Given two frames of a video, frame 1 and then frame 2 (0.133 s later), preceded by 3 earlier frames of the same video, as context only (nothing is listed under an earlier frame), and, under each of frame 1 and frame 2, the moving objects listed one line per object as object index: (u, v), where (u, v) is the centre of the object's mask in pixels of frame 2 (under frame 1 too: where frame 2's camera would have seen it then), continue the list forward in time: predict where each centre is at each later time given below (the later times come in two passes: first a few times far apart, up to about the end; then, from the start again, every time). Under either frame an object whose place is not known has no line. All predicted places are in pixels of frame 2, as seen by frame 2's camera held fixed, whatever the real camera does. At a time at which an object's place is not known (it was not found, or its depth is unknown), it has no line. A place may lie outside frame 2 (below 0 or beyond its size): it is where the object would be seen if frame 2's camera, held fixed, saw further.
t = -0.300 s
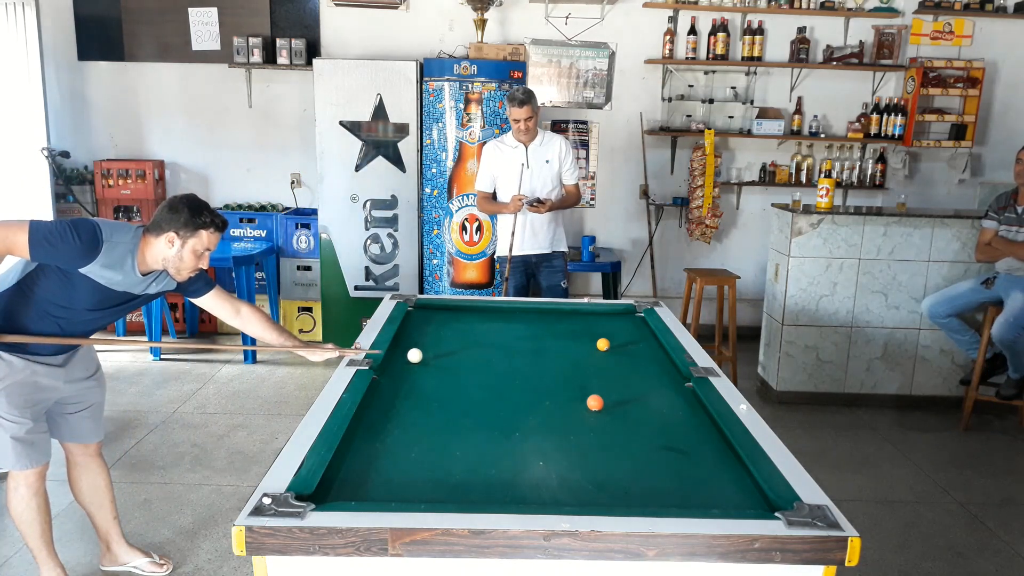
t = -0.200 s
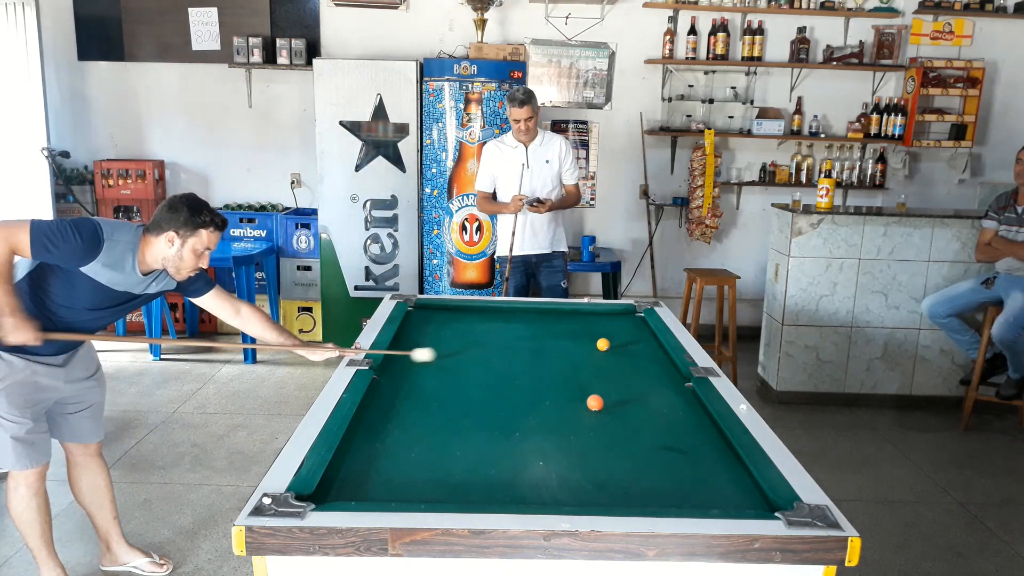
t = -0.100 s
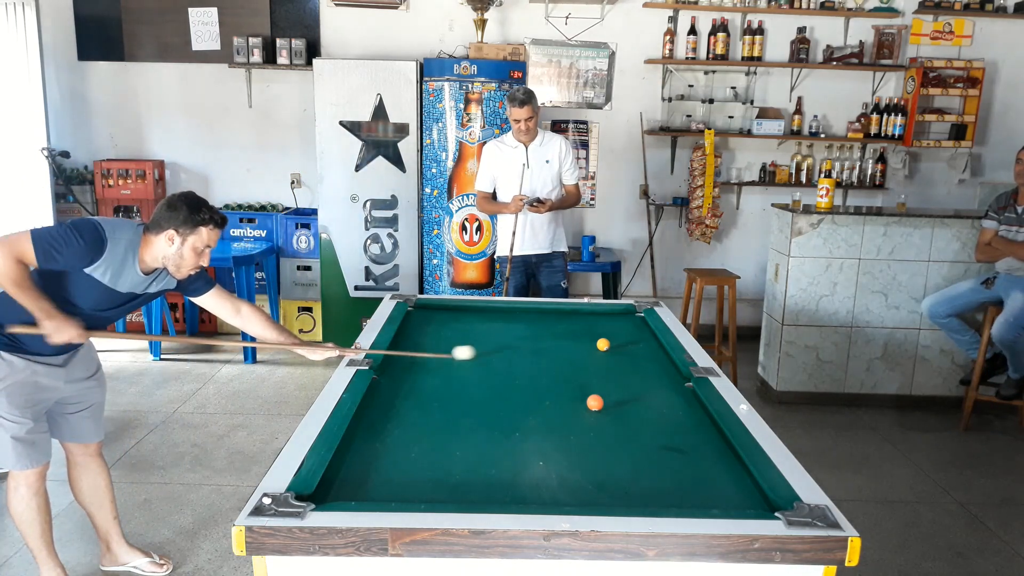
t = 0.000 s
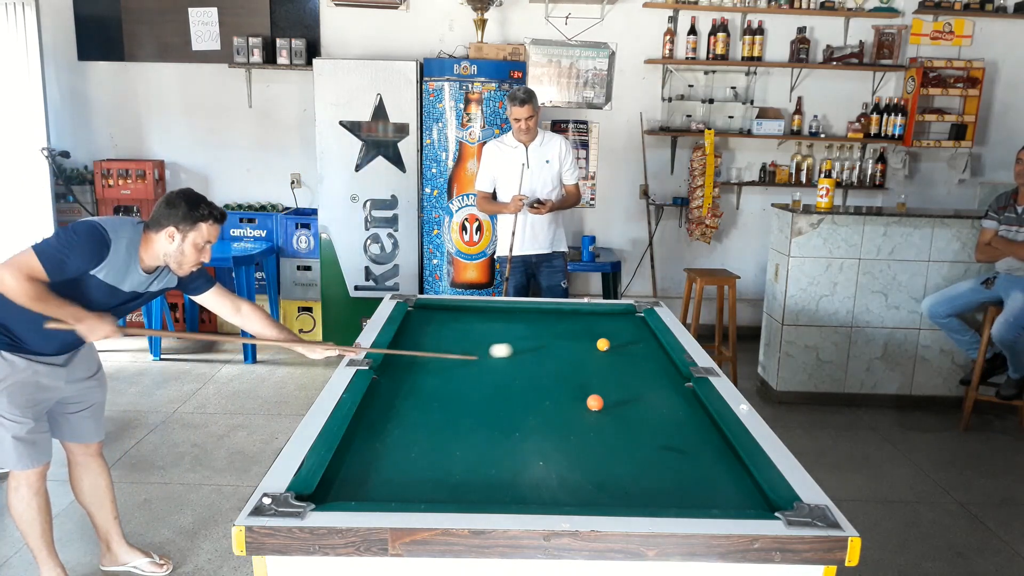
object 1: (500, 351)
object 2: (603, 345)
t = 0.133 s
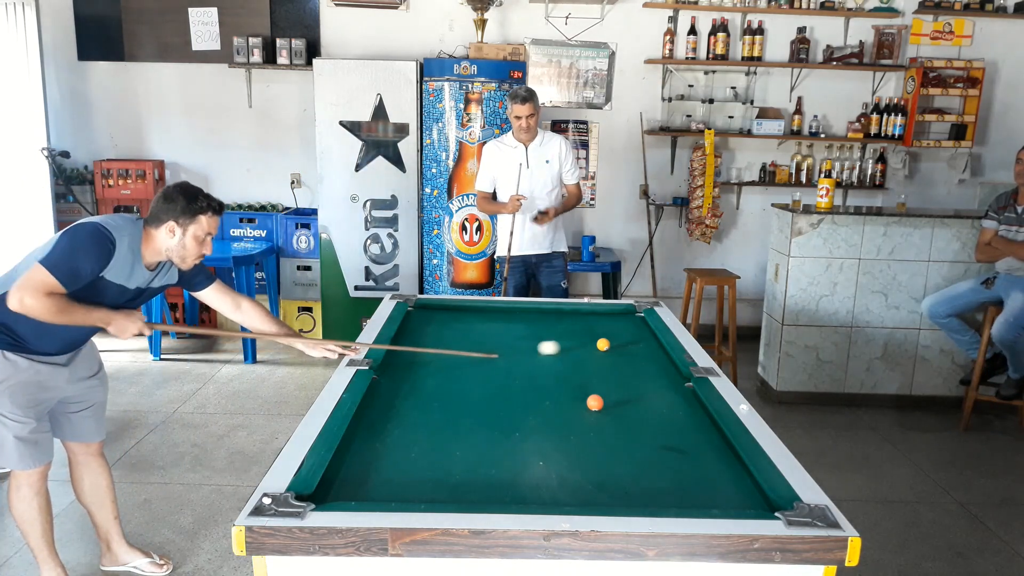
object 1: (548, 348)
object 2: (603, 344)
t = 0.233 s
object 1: (583, 346)
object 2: (603, 345)
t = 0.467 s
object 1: (614, 347)
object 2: (648, 339)
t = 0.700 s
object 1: (643, 349)
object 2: (629, 335)
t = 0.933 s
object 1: (655, 350)
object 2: (603, 331)
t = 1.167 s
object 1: (640, 350)
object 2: (579, 327)
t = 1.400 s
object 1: (626, 350)
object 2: (557, 324)
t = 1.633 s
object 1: (613, 351)
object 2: (538, 321)
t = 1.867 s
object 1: (602, 351)
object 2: (520, 319)
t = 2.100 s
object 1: (593, 351)
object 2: (504, 317)
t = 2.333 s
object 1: (585, 351)
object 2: (489, 315)
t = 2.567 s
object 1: (579, 351)
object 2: (477, 313)
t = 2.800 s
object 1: (574, 351)
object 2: (465, 312)
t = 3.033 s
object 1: (571, 351)
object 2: (456, 311)
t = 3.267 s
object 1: (570, 351)
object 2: (447, 310)
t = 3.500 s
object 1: (570, 351)
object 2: (440, 309)
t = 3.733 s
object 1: (570, 351)
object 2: (435, 309)
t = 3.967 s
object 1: (570, 351)
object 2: (431, 309)
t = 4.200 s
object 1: (570, 351)
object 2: (428, 308)
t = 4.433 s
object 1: (570, 351)
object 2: (427, 308)
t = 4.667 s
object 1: (570, 351)
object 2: (428, 308)
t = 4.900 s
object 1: (570, 351)
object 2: (428, 308)
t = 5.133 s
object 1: (570, 351)
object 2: (428, 308)
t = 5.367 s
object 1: (570, 351)
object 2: (428, 308)
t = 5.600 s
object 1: (570, 351)
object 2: (428, 308)
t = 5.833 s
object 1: (570, 351)
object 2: (428, 308)
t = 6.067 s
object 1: (570, 351)
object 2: (428, 308)
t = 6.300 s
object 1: (570, 351)
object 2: (428, 308)
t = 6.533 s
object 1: (570, 351)
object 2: (428, 308)
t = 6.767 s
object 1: (570, 351)
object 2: (428, 308)
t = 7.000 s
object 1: (570, 351)
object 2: (428, 308)
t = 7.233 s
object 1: (570, 351)
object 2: (428, 308)
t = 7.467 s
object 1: (570, 351)
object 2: (428, 308)
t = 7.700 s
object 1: (570, 351)
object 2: (428, 308)
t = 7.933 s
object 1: (570, 351)
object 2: (428, 308)
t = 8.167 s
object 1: (570, 351)
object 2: (428, 308)
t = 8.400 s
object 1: (570, 351)
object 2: (428, 308)
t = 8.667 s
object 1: (570, 351)
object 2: (428, 308)
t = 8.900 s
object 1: (570, 351)
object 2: (428, 308)
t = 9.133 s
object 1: (570, 351)
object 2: (428, 308)
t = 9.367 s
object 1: (570, 351)
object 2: (428, 308)
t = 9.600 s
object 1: (570, 351)
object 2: (428, 308)
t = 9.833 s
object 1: (570, 351)
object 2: (428, 308)
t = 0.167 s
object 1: (560, 347)
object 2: (603, 344)
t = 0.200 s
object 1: (571, 347)
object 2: (603, 345)
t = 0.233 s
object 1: (583, 346)
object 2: (603, 345)
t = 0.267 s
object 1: (591, 345)
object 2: (606, 344)
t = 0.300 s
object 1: (595, 346)
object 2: (614, 343)
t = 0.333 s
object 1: (598, 347)
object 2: (622, 342)
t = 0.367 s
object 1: (602, 347)
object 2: (630, 341)
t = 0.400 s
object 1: (606, 347)
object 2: (636, 340)
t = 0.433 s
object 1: (610, 347)
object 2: (642, 340)
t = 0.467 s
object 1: (614, 347)
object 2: (648, 339)
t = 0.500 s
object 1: (619, 348)
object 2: (652, 338)
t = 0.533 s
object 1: (623, 348)
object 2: (649, 338)
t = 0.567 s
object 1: (627, 348)
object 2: (644, 337)
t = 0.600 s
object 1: (631, 348)
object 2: (640, 336)
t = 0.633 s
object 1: (635, 349)
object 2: (637, 335)
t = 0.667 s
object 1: (639, 349)
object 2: (633, 335)
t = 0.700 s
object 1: (643, 349)
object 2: (629, 335)
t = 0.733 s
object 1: (647, 349)
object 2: (625, 334)
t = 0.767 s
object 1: (651, 350)
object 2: (621, 333)
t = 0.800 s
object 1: (654, 350)
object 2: (617, 333)
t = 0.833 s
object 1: (658, 350)
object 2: (614, 332)
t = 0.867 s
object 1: (660, 350)
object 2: (610, 332)
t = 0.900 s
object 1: (658, 350)
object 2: (606, 331)
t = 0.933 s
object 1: (655, 350)
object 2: (603, 331)
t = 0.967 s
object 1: (653, 350)
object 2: (599, 330)
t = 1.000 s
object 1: (651, 350)
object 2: (596, 330)
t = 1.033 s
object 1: (649, 350)
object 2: (592, 329)
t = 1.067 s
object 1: (646, 350)
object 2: (589, 329)
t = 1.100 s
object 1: (644, 350)
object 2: (585, 328)
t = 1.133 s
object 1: (642, 350)
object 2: (582, 328)
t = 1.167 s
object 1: (640, 350)
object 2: (579, 327)
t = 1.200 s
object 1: (638, 350)
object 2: (576, 327)
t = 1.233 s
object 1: (636, 350)
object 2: (572, 326)
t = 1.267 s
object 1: (634, 350)
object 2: (569, 326)
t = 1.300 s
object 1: (632, 350)
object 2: (566, 325)
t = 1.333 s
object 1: (630, 350)
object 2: (563, 325)
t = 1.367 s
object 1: (628, 350)
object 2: (560, 325)
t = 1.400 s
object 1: (626, 350)
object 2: (557, 324)
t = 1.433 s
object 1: (624, 350)
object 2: (554, 324)
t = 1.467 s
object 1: (622, 350)
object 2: (551, 323)
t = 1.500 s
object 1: (620, 350)
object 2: (548, 323)
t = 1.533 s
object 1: (618, 350)
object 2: (546, 322)
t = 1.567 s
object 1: (617, 351)
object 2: (543, 322)
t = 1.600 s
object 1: (615, 351)
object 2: (540, 322)
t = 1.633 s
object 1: (613, 351)
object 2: (538, 321)
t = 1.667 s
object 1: (611, 350)
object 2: (535, 321)
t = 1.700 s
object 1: (610, 351)
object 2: (532, 321)
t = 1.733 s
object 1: (608, 351)
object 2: (530, 320)
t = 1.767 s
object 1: (607, 351)
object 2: (527, 320)
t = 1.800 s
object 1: (605, 351)
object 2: (525, 320)
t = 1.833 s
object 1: (604, 351)
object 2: (522, 319)
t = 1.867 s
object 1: (602, 351)
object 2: (520, 319)
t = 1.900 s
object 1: (601, 351)
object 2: (517, 319)
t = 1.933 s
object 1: (599, 351)
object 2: (515, 318)
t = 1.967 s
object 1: (598, 351)
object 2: (513, 318)
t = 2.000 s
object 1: (597, 351)
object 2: (510, 318)
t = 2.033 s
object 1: (595, 351)
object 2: (508, 317)
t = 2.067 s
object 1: (594, 351)
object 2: (506, 317)
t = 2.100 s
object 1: (593, 351)
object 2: (504, 317)
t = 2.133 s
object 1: (591, 351)
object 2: (501, 317)
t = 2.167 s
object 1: (590, 351)
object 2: (499, 316)
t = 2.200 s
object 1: (589, 351)
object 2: (497, 316)
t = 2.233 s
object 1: (588, 351)
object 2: (495, 316)
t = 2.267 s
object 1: (587, 351)
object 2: (493, 315)
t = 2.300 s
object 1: (586, 351)
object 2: (491, 315)
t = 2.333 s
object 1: (585, 351)
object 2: (489, 315)
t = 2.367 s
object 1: (584, 351)
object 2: (487, 315)
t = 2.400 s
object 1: (583, 351)
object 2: (485, 314)
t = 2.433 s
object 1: (582, 351)
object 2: (484, 314)
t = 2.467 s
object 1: (581, 351)
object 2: (482, 314)
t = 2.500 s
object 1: (580, 351)
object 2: (480, 314)
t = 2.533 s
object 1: (579, 351)
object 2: (478, 313)
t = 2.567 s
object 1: (579, 351)
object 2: (477, 313)
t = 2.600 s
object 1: (578, 351)
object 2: (475, 313)
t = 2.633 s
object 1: (577, 351)
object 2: (473, 313)
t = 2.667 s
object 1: (577, 351)
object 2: (472, 313)
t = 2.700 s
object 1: (576, 351)
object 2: (470, 312)
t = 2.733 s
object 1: (575, 351)
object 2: (468, 312)
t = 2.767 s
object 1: (575, 351)
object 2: (467, 312)
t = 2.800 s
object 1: (574, 351)
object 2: (465, 312)
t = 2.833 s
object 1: (574, 351)
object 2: (464, 312)
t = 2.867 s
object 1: (573, 351)
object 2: (462, 312)
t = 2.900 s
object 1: (573, 351)
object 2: (461, 311)
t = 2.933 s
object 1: (572, 351)
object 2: (460, 311)
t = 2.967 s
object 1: (572, 351)
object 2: (458, 311)
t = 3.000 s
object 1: (571, 351)
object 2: (457, 311)
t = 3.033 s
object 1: (571, 351)
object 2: (456, 311)
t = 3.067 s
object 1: (571, 351)
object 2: (454, 310)
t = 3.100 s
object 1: (571, 351)
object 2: (453, 310)
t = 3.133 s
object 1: (571, 351)
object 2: (452, 310)
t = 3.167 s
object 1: (570, 351)
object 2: (451, 310)
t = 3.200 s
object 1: (570, 351)
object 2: (449, 310)
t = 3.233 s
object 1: (570, 351)
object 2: (448, 310)
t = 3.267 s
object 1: (570, 351)
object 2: (447, 310)
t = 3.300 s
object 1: (570, 351)
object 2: (446, 310)
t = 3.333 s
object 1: (570, 351)
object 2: (445, 310)
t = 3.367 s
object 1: (570, 351)
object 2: (444, 309)
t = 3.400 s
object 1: (570, 351)
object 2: (443, 309)
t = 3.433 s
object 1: (570, 351)
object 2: (442, 309)
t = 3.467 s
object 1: (570, 351)
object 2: (441, 309)
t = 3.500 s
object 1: (570, 351)
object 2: (440, 309)
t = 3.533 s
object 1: (570, 351)
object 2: (439, 309)
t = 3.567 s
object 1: (570, 351)
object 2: (439, 309)
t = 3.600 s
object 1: (570, 351)
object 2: (438, 309)
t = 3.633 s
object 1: (570, 351)
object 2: (437, 309)
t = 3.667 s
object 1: (570, 351)
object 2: (436, 309)
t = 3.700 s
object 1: (570, 351)
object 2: (435, 309)
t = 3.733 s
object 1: (570, 351)
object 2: (435, 309)
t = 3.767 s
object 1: (570, 351)
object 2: (434, 309)
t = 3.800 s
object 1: (570, 351)
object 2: (433, 309)
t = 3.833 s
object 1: (570, 351)
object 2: (433, 309)
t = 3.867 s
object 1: (570, 351)
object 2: (432, 309)
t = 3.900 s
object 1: (570, 351)
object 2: (432, 309)
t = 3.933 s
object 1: (570, 351)
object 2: (431, 309)
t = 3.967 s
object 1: (570, 351)
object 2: (431, 309)
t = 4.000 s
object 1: (570, 351)
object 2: (430, 309)
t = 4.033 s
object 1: (570, 351)
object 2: (430, 309)
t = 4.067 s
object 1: (570, 351)
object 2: (430, 309)
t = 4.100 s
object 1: (570, 351)
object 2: (429, 309)
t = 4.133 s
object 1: (570, 351)
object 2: (429, 308)
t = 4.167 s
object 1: (570, 351)
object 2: (429, 308)
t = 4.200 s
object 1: (570, 351)
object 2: (428, 308)
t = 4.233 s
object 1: (570, 351)
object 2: (428, 308)
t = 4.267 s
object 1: (570, 351)
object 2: (428, 308)
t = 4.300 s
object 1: (570, 351)
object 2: (428, 308)
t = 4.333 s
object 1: (570, 351)
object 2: (428, 308)
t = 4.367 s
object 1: (570, 351)
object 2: (428, 308)
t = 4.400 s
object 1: (570, 351)
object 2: (428, 308)
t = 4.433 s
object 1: (570, 351)
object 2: (427, 308)
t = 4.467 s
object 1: (570, 351)
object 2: (427, 308)
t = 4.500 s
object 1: (570, 351)
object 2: (427, 308)
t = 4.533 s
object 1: (570, 351)
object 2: (427, 308)
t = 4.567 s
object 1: (570, 351)
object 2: (428, 308)
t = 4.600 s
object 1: (570, 351)
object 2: (428, 308)
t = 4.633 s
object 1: (570, 351)
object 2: (428, 308)
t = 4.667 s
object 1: (570, 351)
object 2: (428, 308)
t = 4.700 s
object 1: (570, 351)
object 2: (428, 308)
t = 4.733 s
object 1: (570, 351)
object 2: (428, 308)
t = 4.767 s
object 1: (570, 351)
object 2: (428, 308)
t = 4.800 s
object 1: (570, 351)
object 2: (428, 308)
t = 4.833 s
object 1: (570, 351)
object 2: (428, 308)
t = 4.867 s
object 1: (570, 351)
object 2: (428, 308)
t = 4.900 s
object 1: (570, 351)
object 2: (428, 308)
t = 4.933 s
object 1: (570, 351)
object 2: (428, 308)
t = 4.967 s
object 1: (570, 351)
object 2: (428, 308)
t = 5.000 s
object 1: (570, 351)
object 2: (428, 308)
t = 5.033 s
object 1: (570, 351)
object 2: (428, 308)
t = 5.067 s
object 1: (570, 351)
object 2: (428, 308)
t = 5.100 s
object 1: (570, 351)
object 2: (428, 308)
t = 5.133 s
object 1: (570, 351)
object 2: (428, 308)
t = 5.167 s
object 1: (570, 351)
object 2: (428, 308)
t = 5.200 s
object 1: (570, 351)
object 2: (428, 308)
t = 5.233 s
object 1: (570, 351)
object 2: (428, 308)
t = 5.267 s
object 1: (570, 351)
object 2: (428, 308)
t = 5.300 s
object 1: (570, 351)
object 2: (428, 308)
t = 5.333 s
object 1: (570, 351)
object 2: (428, 308)
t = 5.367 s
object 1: (570, 351)
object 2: (428, 308)
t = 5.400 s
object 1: (570, 351)
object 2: (428, 308)
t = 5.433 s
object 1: (570, 351)
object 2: (428, 308)
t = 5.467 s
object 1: (570, 351)
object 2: (428, 308)
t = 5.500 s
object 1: (570, 351)
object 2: (428, 308)
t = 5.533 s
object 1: (570, 351)
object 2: (428, 308)
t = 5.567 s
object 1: (570, 351)
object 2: (428, 308)
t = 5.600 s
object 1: (570, 351)
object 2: (428, 308)
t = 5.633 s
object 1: (570, 351)
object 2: (428, 308)
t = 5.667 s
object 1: (570, 351)
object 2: (428, 308)
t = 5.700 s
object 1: (570, 351)
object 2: (428, 308)
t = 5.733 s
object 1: (570, 351)
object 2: (428, 308)
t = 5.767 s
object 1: (570, 351)
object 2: (428, 308)
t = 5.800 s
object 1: (570, 351)
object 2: (428, 308)
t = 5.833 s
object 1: (570, 351)
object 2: (428, 308)
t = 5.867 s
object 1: (570, 351)
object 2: (428, 308)
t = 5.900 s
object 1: (570, 351)
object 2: (428, 308)
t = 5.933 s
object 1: (570, 351)
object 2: (428, 308)
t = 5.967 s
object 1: (570, 351)
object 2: (428, 308)
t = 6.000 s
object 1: (570, 351)
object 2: (428, 308)
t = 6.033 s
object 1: (570, 351)
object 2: (428, 308)
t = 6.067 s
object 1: (570, 351)
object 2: (428, 308)
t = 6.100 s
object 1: (570, 351)
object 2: (428, 308)
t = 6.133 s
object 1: (570, 351)
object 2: (428, 308)
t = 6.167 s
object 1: (570, 351)
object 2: (428, 308)
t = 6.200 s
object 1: (570, 351)
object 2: (428, 308)
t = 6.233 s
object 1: (570, 351)
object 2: (428, 308)
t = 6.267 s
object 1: (570, 351)
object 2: (428, 308)
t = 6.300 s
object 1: (570, 351)
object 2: (428, 308)
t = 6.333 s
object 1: (570, 351)
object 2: (428, 308)
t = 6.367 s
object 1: (570, 351)
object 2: (428, 308)
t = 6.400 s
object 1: (570, 351)
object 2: (428, 308)
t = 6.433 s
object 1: (570, 351)
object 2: (428, 308)
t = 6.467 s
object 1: (570, 351)
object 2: (428, 308)
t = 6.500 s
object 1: (570, 351)
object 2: (428, 308)
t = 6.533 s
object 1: (570, 351)
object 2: (428, 308)
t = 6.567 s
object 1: (570, 351)
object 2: (428, 308)
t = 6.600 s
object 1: (570, 351)
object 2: (428, 308)
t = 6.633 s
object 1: (570, 351)
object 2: (428, 308)
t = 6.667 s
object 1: (570, 351)
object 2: (428, 308)
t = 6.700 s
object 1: (570, 351)
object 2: (428, 308)
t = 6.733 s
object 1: (570, 351)
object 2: (428, 308)
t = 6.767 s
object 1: (570, 351)
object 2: (428, 308)
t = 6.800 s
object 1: (570, 351)
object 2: (428, 308)
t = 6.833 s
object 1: (570, 351)
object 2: (428, 308)
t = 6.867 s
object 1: (570, 351)
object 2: (428, 308)
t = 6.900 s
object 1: (570, 351)
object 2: (428, 308)
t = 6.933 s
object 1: (570, 351)
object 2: (428, 308)
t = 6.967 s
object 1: (570, 351)
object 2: (428, 308)
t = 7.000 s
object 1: (570, 351)
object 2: (428, 308)
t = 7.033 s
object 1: (570, 351)
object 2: (428, 308)
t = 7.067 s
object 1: (570, 351)
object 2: (428, 308)
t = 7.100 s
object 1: (570, 351)
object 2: (428, 308)
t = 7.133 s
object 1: (570, 351)
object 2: (428, 308)
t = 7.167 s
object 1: (570, 351)
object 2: (428, 308)
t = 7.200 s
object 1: (570, 351)
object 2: (428, 308)
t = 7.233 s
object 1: (570, 351)
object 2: (428, 308)
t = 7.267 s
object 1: (570, 351)
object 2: (428, 308)
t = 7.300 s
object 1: (570, 351)
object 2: (428, 308)
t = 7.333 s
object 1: (570, 351)
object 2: (428, 308)
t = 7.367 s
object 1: (570, 351)
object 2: (428, 308)
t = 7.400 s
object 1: (570, 351)
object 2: (428, 308)
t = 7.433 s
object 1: (570, 351)
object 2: (428, 308)
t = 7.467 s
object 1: (570, 351)
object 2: (428, 308)
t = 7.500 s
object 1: (570, 351)
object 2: (428, 308)
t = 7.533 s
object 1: (570, 351)
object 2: (428, 308)
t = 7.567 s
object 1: (570, 351)
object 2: (428, 308)
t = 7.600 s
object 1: (570, 351)
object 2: (428, 308)
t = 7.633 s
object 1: (570, 351)
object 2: (428, 308)
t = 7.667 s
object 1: (570, 351)
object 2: (428, 308)
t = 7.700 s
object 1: (570, 351)
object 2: (428, 308)
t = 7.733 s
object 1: (570, 351)
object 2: (428, 308)
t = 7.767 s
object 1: (570, 351)
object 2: (428, 308)
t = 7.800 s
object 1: (570, 351)
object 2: (428, 308)
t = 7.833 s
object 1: (570, 351)
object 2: (428, 308)
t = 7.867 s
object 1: (570, 351)
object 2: (428, 308)
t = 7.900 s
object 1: (570, 351)
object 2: (428, 308)
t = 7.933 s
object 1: (570, 351)
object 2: (428, 308)
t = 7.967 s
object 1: (570, 351)
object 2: (428, 308)
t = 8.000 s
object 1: (570, 351)
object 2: (428, 308)
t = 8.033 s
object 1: (570, 351)
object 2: (428, 308)
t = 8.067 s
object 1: (570, 351)
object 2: (428, 308)
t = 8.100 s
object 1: (570, 351)
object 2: (428, 308)
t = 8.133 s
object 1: (570, 351)
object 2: (428, 308)
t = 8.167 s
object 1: (570, 351)
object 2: (428, 308)
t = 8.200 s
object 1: (570, 351)
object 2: (428, 308)
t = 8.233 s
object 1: (570, 351)
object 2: (428, 308)
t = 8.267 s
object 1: (570, 351)
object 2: (428, 308)
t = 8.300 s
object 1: (570, 351)
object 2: (428, 308)
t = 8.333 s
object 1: (570, 351)
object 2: (428, 308)
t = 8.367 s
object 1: (570, 351)
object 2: (428, 308)
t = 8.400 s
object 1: (570, 351)
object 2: (428, 308)
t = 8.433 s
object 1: (570, 351)
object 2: (428, 308)
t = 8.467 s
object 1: (570, 351)
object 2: (428, 308)
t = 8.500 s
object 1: (570, 351)
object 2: (428, 308)
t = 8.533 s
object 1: (570, 351)
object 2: (428, 308)
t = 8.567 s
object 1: (570, 351)
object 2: (428, 308)
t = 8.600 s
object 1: (570, 351)
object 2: (428, 308)
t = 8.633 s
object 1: (570, 351)
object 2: (428, 308)
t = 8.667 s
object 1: (570, 351)
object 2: (428, 308)
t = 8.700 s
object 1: (570, 351)
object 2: (428, 308)
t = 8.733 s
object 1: (570, 351)
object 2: (428, 308)
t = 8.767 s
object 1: (570, 351)
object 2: (428, 308)
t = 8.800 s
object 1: (570, 351)
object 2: (428, 308)
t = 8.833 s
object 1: (570, 351)
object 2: (428, 308)
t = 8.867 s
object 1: (570, 351)
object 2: (428, 308)
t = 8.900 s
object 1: (570, 351)
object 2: (428, 308)
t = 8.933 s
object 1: (570, 351)
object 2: (428, 308)
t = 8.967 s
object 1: (570, 351)
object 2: (428, 308)
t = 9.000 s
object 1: (570, 351)
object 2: (428, 308)
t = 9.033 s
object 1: (570, 351)
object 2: (428, 308)
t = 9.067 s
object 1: (570, 351)
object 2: (428, 308)
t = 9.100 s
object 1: (570, 351)
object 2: (428, 308)
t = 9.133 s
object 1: (570, 351)
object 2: (428, 308)
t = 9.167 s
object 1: (570, 351)
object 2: (428, 308)
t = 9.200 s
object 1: (570, 351)
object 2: (428, 308)
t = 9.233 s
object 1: (570, 351)
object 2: (428, 308)
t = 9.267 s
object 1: (570, 351)
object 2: (428, 308)
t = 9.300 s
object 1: (570, 351)
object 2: (428, 308)
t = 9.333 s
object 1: (570, 351)
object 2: (428, 308)
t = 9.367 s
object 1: (570, 351)
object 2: (428, 308)
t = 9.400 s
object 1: (570, 351)
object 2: (428, 308)
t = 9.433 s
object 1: (570, 351)
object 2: (428, 308)
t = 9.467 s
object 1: (570, 351)
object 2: (428, 308)
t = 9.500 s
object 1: (570, 351)
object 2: (428, 308)
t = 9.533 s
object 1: (570, 351)
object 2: (428, 308)
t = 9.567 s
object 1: (570, 351)
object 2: (428, 308)
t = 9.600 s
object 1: (570, 351)
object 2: (428, 308)
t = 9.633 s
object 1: (570, 351)
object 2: (428, 308)
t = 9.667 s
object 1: (570, 351)
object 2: (428, 308)
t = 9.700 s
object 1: (570, 351)
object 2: (428, 308)
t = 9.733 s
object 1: (570, 351)
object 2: (428, 308)
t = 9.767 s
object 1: (570, 351)
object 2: (428, 308)
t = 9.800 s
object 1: (570, 351)
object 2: (428, 308)
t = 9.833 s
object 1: (570, 351)
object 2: (428, 308)
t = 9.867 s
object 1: (570, 351)
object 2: (428, 308)
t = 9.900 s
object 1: (570, 351)
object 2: (428, 309)
